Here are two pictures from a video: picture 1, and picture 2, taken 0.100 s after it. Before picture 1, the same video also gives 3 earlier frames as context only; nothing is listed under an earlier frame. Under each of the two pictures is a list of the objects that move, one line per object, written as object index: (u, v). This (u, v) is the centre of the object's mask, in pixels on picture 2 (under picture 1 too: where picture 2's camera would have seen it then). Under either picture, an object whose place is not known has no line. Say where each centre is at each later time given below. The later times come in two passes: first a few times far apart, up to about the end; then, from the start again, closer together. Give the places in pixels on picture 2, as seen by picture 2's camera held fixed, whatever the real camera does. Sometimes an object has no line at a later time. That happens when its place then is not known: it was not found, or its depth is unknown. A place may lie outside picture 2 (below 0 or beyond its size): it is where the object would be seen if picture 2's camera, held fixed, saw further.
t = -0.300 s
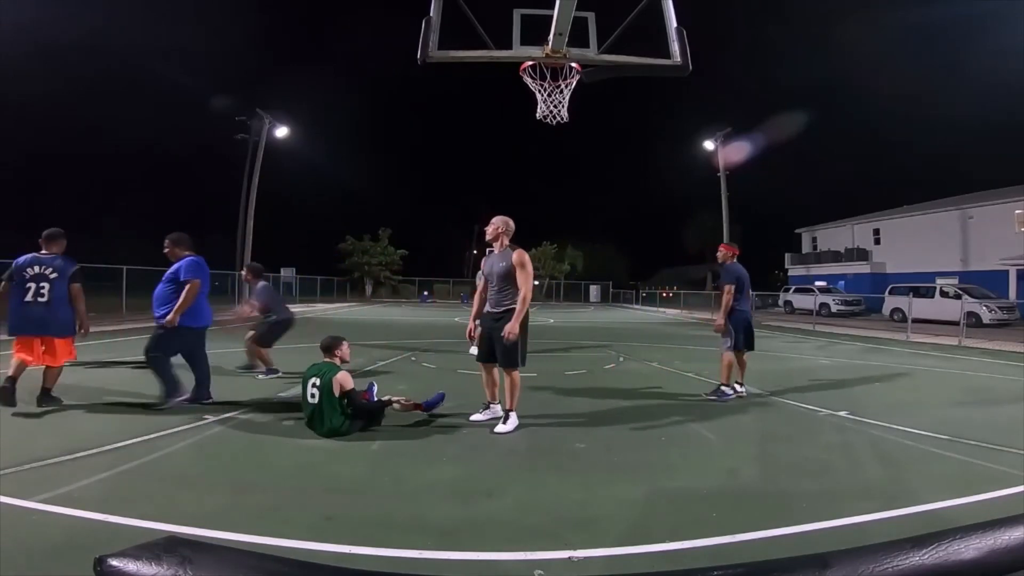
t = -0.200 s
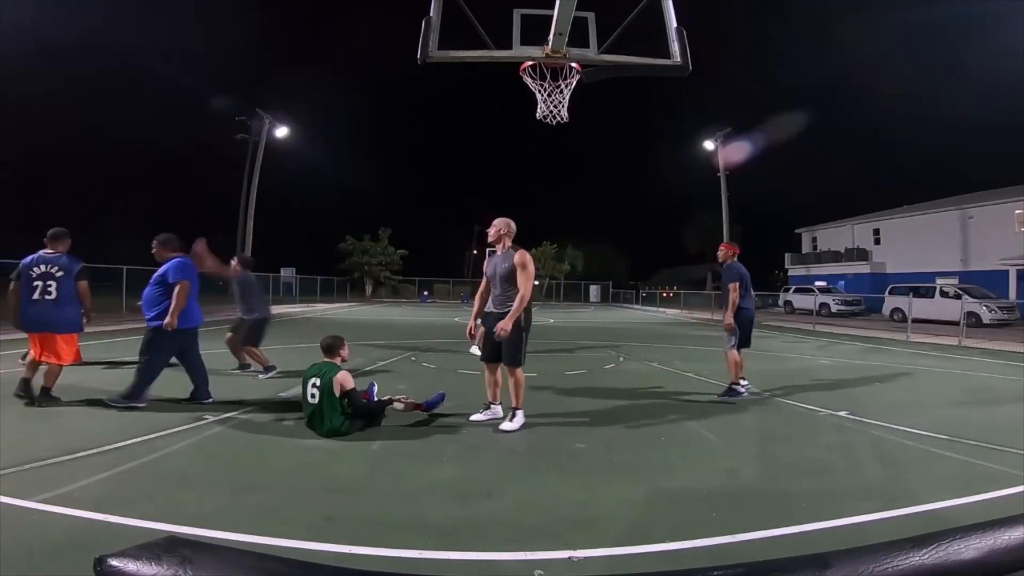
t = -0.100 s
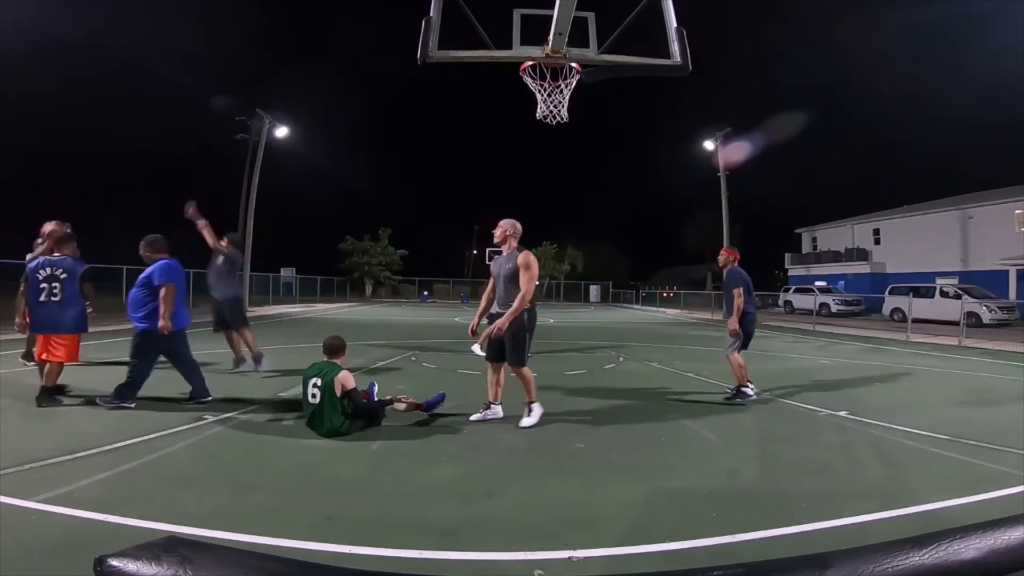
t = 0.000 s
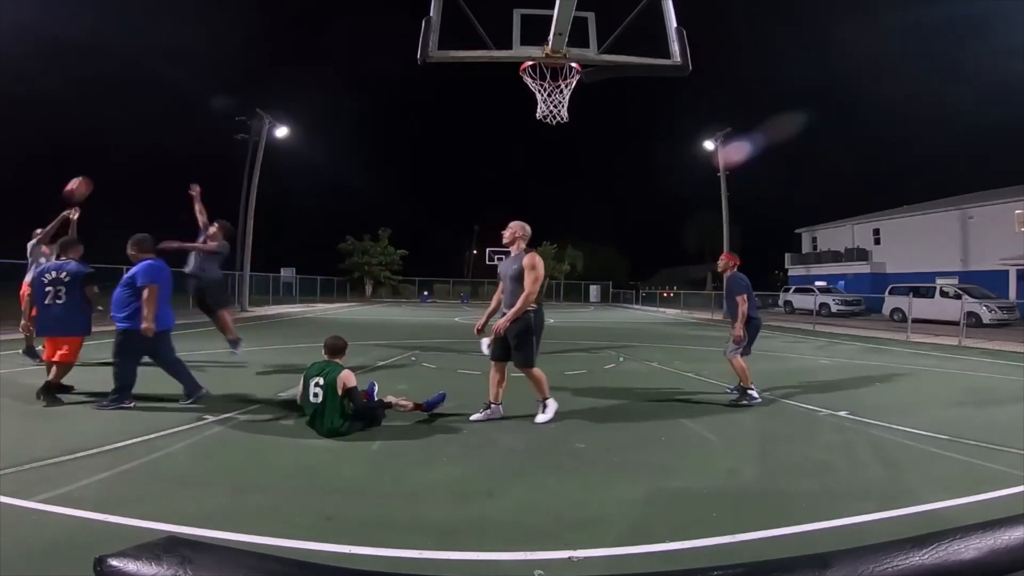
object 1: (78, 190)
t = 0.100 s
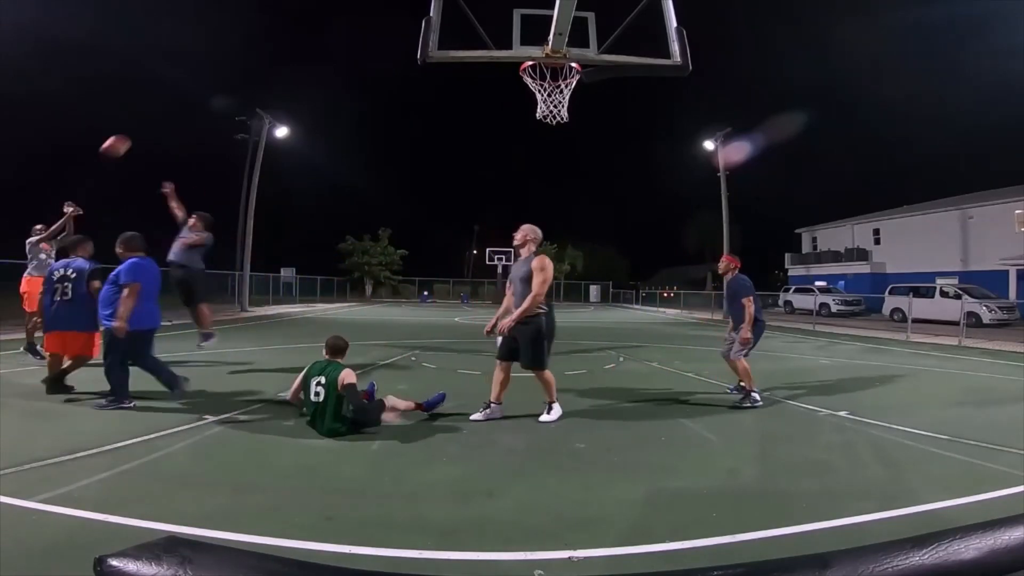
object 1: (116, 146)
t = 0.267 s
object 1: (184, 91)
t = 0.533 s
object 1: (298, 37)
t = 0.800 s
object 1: (410, 27)
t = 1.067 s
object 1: (542, 73)
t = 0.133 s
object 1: (129, 134)
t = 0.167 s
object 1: (142, 122)
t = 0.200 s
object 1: (156, 111)
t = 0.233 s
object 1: (170, 101)
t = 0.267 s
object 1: (184, 91)
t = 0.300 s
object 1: (199, 82)
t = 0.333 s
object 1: (213, 74)
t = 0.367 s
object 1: (227, 66)
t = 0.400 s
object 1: (241, 59)
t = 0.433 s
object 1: (255, 53)
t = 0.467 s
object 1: (269, 47)
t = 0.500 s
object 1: (284, 41)
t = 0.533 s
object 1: (298, 37)
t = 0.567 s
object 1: (312, 33)
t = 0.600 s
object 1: (326, 31)
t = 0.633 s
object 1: (340, 28)
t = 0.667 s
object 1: (354, 26)
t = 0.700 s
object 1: (369, 25)
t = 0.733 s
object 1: (384, 25)
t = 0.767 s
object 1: (398, 26)
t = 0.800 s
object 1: (410, 27)
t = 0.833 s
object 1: (417, 29)
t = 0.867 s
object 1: (448, 34)
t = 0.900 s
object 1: (459, 38)
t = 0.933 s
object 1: (475, 41)
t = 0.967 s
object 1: (491, 45)
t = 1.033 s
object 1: (515, 67)
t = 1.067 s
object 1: (542, 73)
